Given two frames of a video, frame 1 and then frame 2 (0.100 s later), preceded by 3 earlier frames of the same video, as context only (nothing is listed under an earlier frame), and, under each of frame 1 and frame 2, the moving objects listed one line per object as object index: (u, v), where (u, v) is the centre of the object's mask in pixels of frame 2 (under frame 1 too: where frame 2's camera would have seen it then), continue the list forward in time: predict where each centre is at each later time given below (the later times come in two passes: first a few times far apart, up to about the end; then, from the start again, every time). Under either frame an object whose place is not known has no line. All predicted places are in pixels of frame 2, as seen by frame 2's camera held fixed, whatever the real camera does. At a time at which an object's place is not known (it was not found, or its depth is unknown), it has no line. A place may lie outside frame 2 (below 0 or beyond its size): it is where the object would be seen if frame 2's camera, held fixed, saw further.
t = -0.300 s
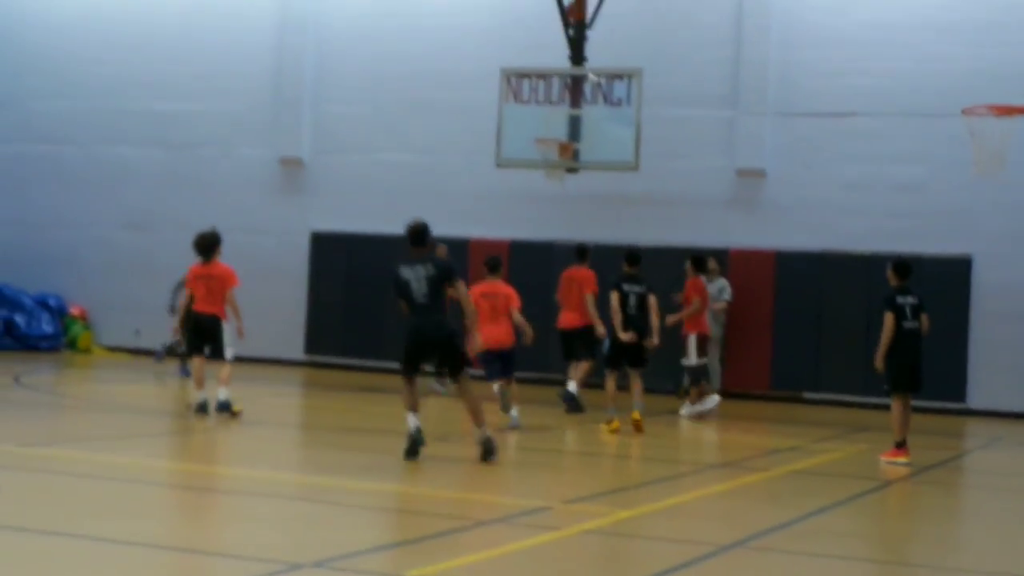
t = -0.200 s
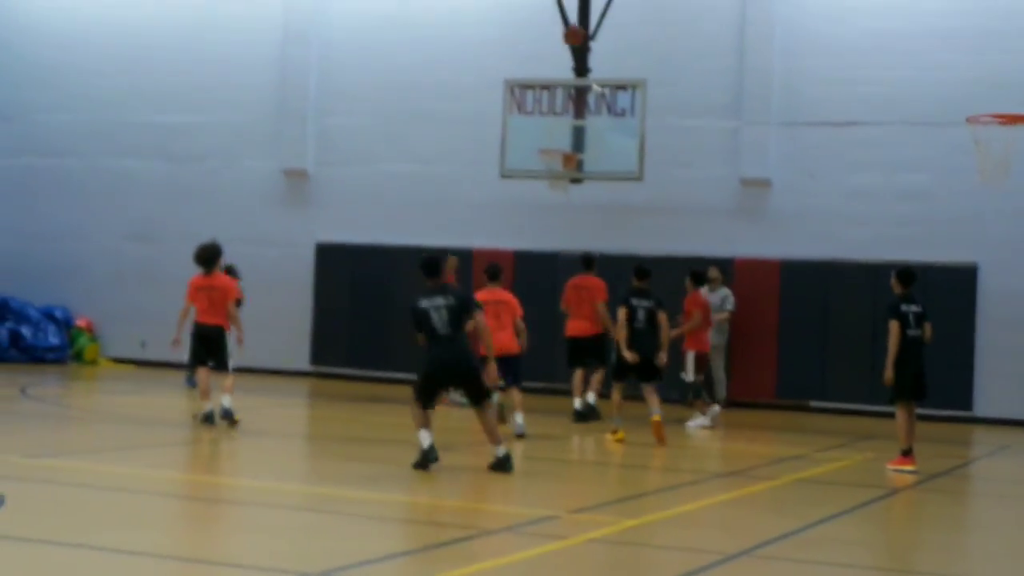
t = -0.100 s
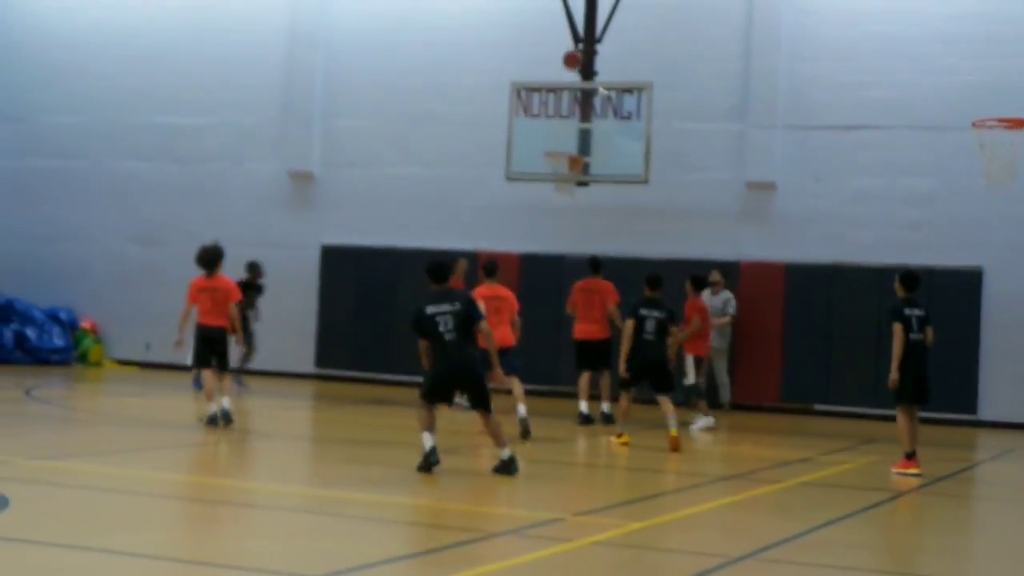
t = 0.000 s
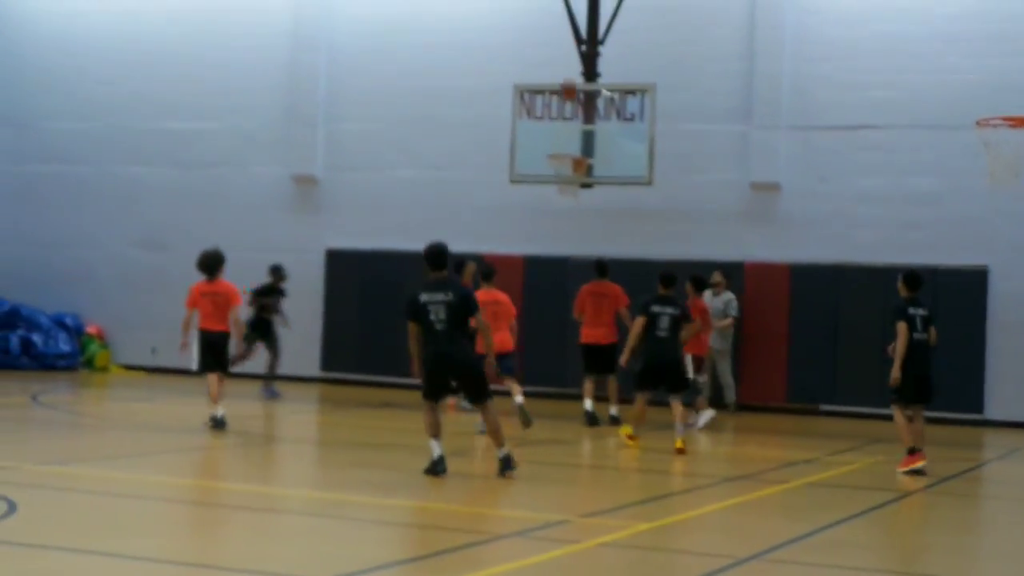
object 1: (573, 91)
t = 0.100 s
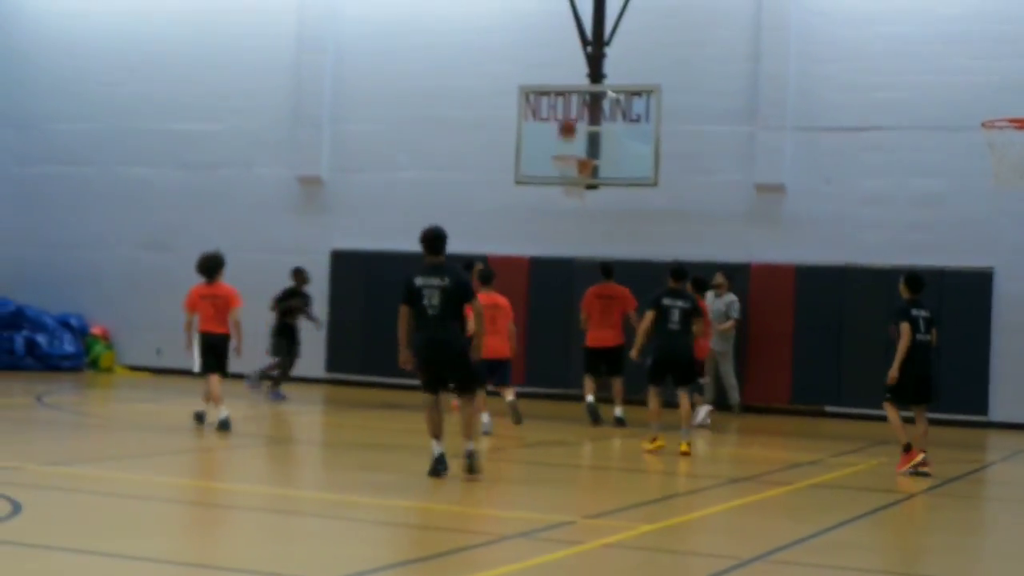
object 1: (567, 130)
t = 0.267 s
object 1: (589, 123)
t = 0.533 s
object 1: (650, 85)
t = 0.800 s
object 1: (711, 106)
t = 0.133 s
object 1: (565, 142)
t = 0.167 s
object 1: (565, 150)
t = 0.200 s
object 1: (573, 140)
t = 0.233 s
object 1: (582, 131)
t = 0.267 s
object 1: (589, 123)
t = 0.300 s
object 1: (597, 114)
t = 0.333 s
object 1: (605, 107)
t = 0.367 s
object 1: (612, 101)
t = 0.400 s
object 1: (619, 97)
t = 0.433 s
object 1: (629, 92)
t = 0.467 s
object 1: (634, 88)
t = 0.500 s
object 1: (642, 86)
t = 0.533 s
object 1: (650, 85)
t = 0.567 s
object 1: (658, 84)
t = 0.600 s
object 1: (665, 84)
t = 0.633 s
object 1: (673, 86)
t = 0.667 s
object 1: (680, 88)
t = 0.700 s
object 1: (688, 90)
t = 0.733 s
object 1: (695, 95)
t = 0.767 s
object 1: (703, 100)
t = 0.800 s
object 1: (711, 106)
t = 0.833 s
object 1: (718, 113)
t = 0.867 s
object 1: (726, 122)
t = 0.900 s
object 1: (734, 131)
